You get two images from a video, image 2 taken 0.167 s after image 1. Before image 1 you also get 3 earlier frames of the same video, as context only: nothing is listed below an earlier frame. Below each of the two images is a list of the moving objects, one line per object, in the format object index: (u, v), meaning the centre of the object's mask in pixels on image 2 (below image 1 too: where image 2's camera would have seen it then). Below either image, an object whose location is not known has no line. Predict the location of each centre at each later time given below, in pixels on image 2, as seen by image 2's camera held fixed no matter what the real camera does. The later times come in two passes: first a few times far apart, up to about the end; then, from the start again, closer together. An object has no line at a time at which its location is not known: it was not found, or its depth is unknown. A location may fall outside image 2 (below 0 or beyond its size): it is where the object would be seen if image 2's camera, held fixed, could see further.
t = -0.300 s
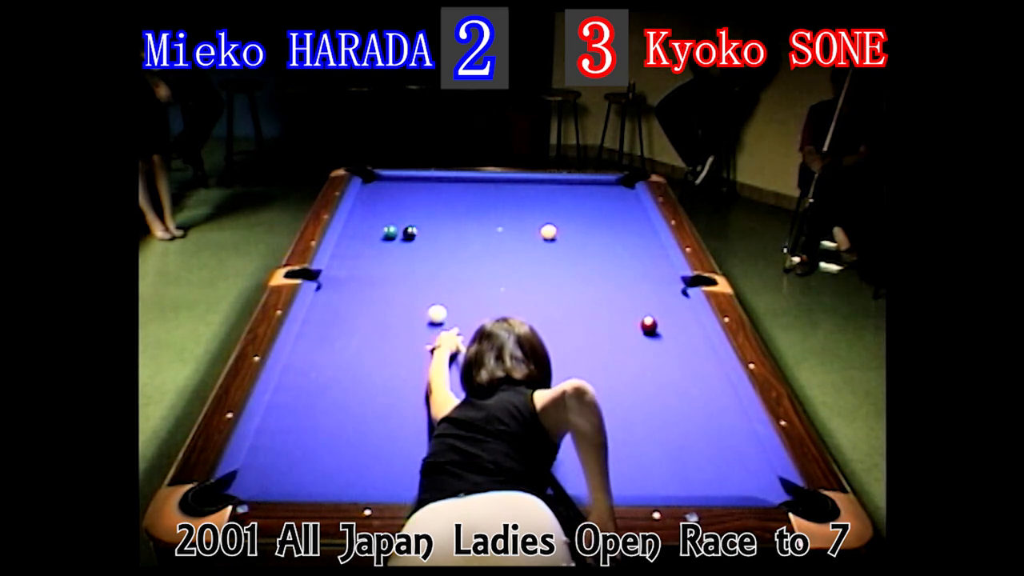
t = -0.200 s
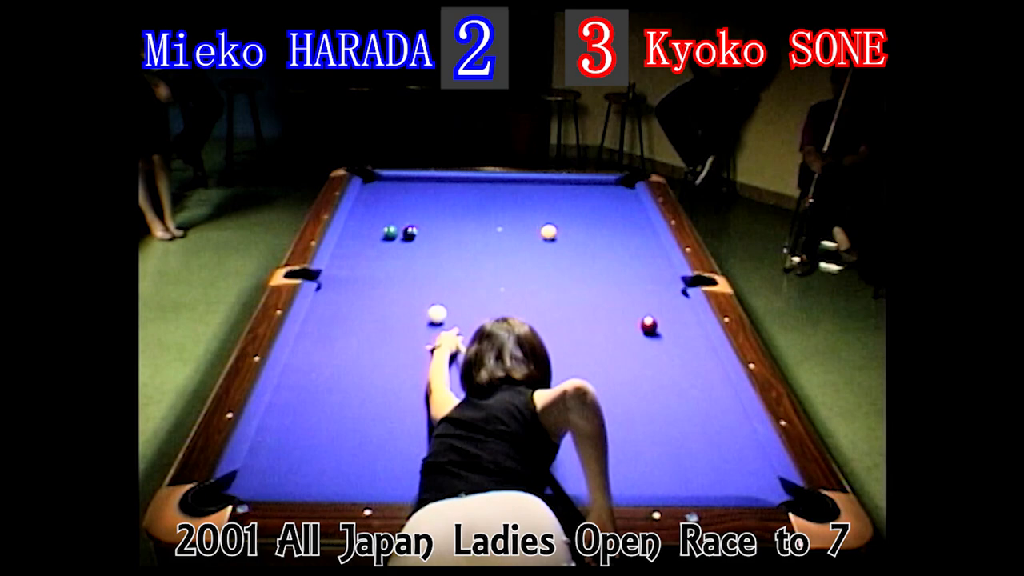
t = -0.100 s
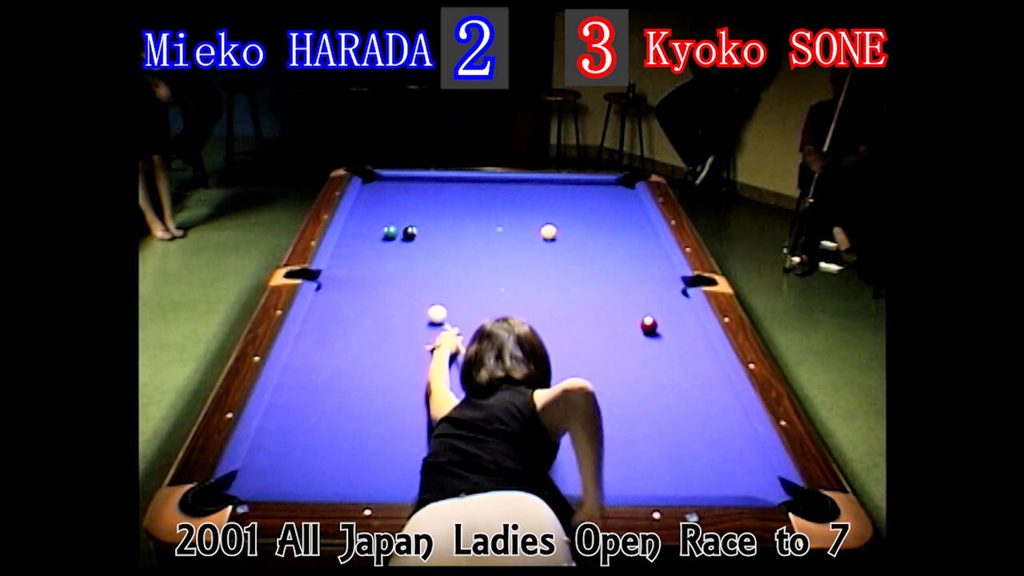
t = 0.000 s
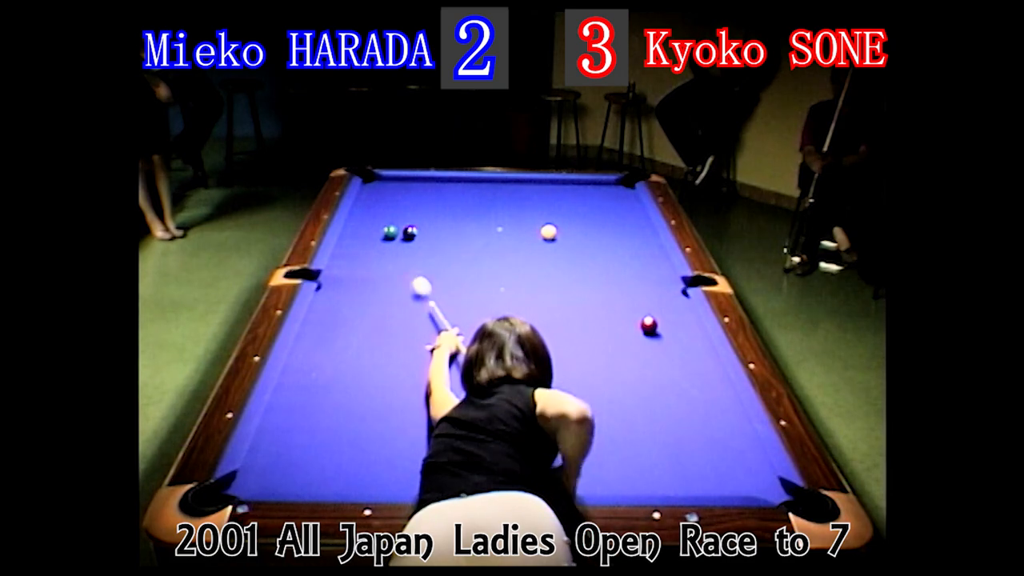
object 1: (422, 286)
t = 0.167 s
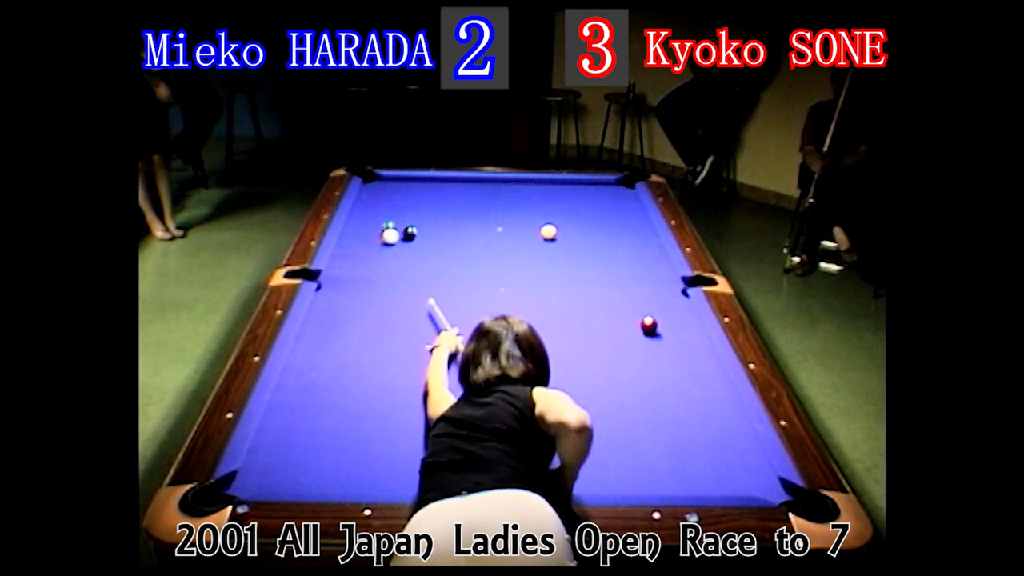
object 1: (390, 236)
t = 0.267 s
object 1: (382, 234)
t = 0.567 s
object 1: (357, 221)
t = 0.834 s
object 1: (368, 207)
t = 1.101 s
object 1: (386, 196)
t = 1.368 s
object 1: (402, 186)
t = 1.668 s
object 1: (419, 179)
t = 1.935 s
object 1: (436, 184)
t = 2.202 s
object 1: (452, 188)
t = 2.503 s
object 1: (470, 194)
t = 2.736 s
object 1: (484, 197)
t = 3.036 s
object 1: (501, 202)
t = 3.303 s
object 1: (515, 207)
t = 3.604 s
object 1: (531, 211)
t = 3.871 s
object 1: (544, 215)
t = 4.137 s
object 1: (556, 219)
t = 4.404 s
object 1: (568, 222)
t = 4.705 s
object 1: (580, 226)
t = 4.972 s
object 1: (590, 229)
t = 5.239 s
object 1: (598, 232)
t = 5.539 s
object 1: (606, 234)
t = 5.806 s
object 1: (613, 236)
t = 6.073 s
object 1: (618, 238)
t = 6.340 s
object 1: (622, 240)
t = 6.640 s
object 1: (625, 241)
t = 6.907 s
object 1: (627, 241)
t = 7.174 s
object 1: (628, 242)
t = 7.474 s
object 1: (628, 241)
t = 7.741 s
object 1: (628, 242)
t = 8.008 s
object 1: (628, 241)
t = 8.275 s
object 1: (628, 242)
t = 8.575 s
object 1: (628, 242)
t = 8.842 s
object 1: (628, 242)
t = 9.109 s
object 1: (628, 242)
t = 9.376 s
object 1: (628, 242)
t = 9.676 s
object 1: (628, 241)
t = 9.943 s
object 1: (628, 242)
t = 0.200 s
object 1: (388, 236)
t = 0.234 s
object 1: (385, 235)
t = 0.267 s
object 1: (382, 234)
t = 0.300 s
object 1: (379, 234)
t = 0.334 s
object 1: (376, 233)
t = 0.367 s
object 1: (374, 231)
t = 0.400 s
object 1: (371, 230)
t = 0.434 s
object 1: (368, 228)
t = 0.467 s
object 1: (365, 226)
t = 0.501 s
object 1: (362, 225)
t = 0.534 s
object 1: (360, 222)
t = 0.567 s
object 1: (357, 221)
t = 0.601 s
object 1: (354, 218)
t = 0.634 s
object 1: (353, 216)
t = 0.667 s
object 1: (355, 215)
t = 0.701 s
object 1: (358, 213)
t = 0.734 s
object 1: (360, 212)
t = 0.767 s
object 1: (363, 210)
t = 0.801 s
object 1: (366, 209)
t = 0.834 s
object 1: (368, 207)
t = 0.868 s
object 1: (370, 206)
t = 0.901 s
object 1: (373, 204)
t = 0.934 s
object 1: (375, 203)
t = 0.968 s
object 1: (378, 201)
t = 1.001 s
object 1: (380, 200)
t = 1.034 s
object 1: (382, 198)
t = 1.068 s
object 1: (384, 197)
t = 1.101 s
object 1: (386, 196)
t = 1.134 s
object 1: (388, 194)
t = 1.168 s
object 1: (390, 193)
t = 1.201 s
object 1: (392, 192)
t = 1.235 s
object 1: (395, 190)
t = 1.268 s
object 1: (397, 189)
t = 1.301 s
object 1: (398, 188)
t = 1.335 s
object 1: (400, 187)
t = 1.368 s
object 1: (402, 186)
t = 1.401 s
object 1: (404, 184)
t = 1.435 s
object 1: (406, 184)
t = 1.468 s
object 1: (408, 182)
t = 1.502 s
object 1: (410, 181)
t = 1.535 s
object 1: (412, 180)
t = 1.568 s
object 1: (414, 179)
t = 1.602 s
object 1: (415, 178)
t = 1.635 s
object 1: (417, 178)
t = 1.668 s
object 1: (419, 179)
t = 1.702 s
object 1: (422, 180)
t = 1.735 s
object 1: (424, 180)
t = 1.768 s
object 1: (426, 181)
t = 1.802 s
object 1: (428, 181)
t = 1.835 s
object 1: (430, 182)
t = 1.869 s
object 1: (432, 182)
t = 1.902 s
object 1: (434, 183)
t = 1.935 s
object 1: (436, 184)
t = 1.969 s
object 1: (438, 184)
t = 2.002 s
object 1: (440, 185)
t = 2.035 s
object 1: (442, 185)
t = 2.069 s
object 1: (444, 186)
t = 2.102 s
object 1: (446, 187)
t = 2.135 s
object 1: (448, 187)
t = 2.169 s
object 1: (450, 188)
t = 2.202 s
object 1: (452, 188)
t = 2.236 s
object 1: (454, 189)
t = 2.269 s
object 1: (456, 189)
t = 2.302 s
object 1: (458, 190)
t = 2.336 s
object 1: (460, 191)
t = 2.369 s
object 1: (462, 191)
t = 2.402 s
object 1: (464, 192)
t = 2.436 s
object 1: (466, 192)
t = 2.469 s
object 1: (468, 193)
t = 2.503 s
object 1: (470, 194)
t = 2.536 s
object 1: (472, 194)
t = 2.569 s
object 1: (474, 195)
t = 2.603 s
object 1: (476, 195)
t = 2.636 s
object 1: (478, 196)
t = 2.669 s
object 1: (480, 197)
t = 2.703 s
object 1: (482, 197)
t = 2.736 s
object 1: (484, 197)
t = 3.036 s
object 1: (501, 202)
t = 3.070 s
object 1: (502, 203)
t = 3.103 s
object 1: (504, 203)
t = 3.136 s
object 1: (506, 204)
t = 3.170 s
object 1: (508, 205)
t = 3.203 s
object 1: (510, 205)
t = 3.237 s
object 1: (512, 206)
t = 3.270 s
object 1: (513, 206)
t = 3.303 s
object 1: (515, 207)
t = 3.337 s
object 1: (517, 207)
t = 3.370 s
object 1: (519, 208)
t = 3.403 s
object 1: (520, 208)
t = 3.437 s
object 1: (522, 209)
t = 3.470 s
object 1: (524, 209)
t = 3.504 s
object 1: (526, 210)
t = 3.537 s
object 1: (527, 210)
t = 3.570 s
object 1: (529, 211)
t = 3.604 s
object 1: (531, 211)
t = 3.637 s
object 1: (532, 212)
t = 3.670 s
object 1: (534, 212)
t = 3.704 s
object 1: (536, 212)
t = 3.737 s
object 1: (537, 213)
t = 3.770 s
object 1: (539, 213)
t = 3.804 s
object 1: (541, 214)
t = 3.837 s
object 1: (542, 215)
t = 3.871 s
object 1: (544, 215)
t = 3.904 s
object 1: (545, 215)
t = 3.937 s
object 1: (547, 216)
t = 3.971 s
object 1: (549, 216)
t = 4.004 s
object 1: (550, 216)
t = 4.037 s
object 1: (552, 217)
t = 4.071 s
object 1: (553, 217)
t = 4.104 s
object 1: (555, 218)
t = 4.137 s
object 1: (556, 219)
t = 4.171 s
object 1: (558, 219)
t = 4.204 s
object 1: (559, 220)
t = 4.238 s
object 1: (561, 220)
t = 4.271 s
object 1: (562, 220)
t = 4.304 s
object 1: (563, 221)
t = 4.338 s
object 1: (565, 222)
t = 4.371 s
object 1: (566, 222)
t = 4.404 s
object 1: (568, 222)
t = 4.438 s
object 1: (569, 223)
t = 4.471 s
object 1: (570, 223)
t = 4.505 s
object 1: (572, 224)
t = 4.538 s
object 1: (573, 224)
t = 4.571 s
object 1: (575, 224)
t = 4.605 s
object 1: (576, 225)
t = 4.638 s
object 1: (577, 225)
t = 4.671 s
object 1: (579, 226)
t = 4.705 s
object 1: (580, 226)
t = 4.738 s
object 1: (581, 226)
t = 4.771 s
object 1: (582, 227)
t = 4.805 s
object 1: (583, 227)
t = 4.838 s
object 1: (585, 227)
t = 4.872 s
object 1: (586, 228)
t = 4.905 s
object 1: (587, 228)
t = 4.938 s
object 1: (588, 229)
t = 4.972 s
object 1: (590, 229)
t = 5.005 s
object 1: (591, 229)
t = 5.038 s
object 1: (592, 229)
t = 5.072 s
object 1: (593, 230)
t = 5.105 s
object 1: (594, 230)
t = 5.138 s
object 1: (595, 231)
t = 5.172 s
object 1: (596, 231)
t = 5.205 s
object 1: (597, 231)
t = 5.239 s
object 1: (598, 232)
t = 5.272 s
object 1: (599, 232)
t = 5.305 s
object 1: (600, 232)
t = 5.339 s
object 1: (601, 232)
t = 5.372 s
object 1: (602, 233)
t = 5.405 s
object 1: (603, 233)
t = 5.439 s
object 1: (604, 233)
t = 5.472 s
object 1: (605, 234)
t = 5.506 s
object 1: (605, 234)
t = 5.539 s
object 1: (606, 234)
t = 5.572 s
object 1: (607, 234)
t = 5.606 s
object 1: (608, 235)
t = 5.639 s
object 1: (609, 235)
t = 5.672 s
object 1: (610, 235)
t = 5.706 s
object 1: (610, 236)
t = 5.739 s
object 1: (611, 236)
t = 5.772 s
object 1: (612, 236)
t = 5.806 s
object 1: (613, 236)
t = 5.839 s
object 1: (613, 236)
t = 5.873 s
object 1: (614, 237)
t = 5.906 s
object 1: (615, 237)
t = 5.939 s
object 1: (615, 237)
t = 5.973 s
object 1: (616, 237)
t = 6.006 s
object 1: (617, 238)
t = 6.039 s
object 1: (617, 238)
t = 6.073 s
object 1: (618, 238)
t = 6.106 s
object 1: (619, 238)
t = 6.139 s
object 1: (619, 238)
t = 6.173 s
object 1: (620, 239)
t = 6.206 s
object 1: (620, 239)
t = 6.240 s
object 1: (621, 239)
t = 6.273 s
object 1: (621, 239)
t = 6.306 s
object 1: (621, 239)
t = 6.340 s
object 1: (622, 240)
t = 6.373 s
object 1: (623, 240)
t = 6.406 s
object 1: (623, 240)
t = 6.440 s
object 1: (623, 240)
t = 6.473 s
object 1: (623, 240)
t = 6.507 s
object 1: (624, 240)
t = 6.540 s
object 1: (624, 241)
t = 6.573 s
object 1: (625, 241)
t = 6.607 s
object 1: (625, 241)
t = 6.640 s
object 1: (625, 241)
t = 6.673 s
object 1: (625, 241)
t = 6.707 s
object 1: (626, 241)
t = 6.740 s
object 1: (626, 241)
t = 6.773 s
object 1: (626, 241)
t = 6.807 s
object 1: (626, 241)
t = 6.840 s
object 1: (627, 241)
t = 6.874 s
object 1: (627, 241)
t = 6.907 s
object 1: (627, 241)
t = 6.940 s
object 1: (627, 241)
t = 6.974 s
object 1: (627, 241)
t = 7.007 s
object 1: (628, 241)
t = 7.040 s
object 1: (628, 241)
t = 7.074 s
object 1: (628, 241)
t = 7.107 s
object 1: (628, 242)
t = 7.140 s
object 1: (628, 241)
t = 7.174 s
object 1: (628, 242)
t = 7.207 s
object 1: (628, 242)
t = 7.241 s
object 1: (628, 242)
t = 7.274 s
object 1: (628, 241)
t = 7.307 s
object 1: (628, 242)
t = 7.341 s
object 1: (628, 242)
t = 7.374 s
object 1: (628, 242)
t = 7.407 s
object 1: (628, 241)
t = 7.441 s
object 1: (628, 242)
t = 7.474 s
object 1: (628, 241)
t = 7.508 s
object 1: (628, 242)
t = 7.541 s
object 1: (628, 241)
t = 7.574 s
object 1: (628, 241)
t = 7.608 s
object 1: (628, 242)
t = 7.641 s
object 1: (628, 242)
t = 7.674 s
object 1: (628, 242)
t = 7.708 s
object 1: (628, 242)
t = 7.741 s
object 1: (628, 242)
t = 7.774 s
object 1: (628, 242)
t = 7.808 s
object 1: (628, 242)
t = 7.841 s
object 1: (628, 242)
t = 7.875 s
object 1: (628, 242)
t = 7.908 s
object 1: (628, 241)
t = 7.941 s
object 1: (628, 242)
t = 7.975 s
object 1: (628, 241)
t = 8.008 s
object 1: (628, 241)
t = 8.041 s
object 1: (628, 242)
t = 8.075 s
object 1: (628, 242)
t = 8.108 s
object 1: (628, 242)
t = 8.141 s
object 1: (628, 242)
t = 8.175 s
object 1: (628, 242)
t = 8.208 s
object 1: (628, 242)
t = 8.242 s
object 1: (628, 242)
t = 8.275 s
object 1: (628, 242)
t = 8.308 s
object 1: (628, 242)
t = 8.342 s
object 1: (628, 242)
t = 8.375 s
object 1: (628, 242)
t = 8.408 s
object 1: (628, 242)
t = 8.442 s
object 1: (628, 242)
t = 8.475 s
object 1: (628, 242)
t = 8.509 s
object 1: (628, 242)
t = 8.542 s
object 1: (628, 242)
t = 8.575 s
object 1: (628, 242)
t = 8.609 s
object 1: (628, 242)
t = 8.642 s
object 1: (628, 242)
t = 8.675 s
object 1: (628, 242)
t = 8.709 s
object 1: (628, 242)
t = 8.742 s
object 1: (628, 242)
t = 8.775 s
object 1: (628, 241)
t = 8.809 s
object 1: (628, 242)
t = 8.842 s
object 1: (628, 242)
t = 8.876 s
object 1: (628, 242)
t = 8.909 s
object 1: (628, 242)
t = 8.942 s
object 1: (628, 242)
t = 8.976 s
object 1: (628, 242)
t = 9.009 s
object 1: (628, 242)
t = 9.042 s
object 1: (628, 242)
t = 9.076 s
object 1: (628, 242)
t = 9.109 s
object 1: (628, 242)
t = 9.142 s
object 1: (628, 242)
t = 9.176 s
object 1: (628, 242)
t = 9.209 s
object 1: (628, 242)
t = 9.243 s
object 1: (628, 242)
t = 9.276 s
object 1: (628, 242)
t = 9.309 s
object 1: (628, 241)
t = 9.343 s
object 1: (628, 242)
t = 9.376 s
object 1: (628, 242)
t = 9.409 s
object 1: (628, 241)
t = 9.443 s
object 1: (628, 242)
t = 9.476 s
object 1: (628, 241)
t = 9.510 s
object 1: (628, 242)
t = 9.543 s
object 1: (628, 242)
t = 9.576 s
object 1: (628, 242)
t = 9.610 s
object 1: (628, 242)
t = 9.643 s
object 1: (628, 242)
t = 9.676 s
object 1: (628, 241)
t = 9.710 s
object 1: (628, 241)
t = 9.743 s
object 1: (628, 242)
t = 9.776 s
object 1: (628, 241)
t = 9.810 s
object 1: (628, 242)
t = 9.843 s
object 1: (628, 242)
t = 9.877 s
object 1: (628, 242)
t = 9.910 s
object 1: (628, 241)
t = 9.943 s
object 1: (628, 242)
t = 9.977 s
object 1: (628, 241)
